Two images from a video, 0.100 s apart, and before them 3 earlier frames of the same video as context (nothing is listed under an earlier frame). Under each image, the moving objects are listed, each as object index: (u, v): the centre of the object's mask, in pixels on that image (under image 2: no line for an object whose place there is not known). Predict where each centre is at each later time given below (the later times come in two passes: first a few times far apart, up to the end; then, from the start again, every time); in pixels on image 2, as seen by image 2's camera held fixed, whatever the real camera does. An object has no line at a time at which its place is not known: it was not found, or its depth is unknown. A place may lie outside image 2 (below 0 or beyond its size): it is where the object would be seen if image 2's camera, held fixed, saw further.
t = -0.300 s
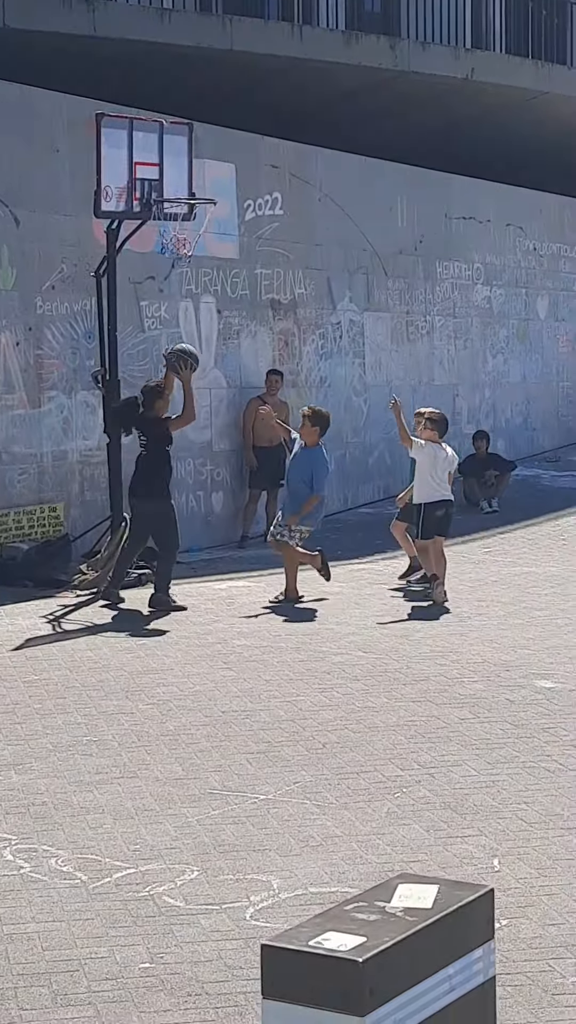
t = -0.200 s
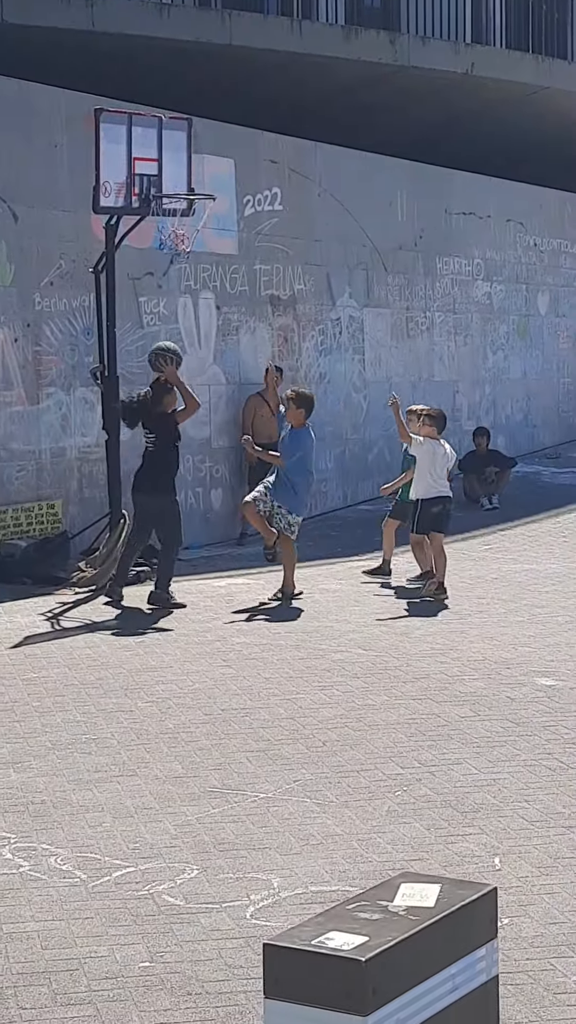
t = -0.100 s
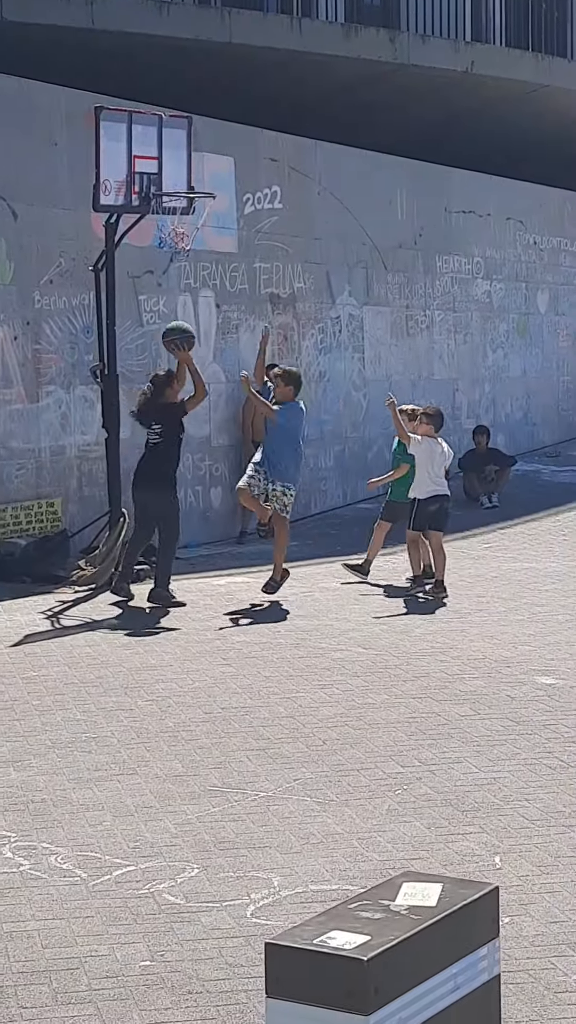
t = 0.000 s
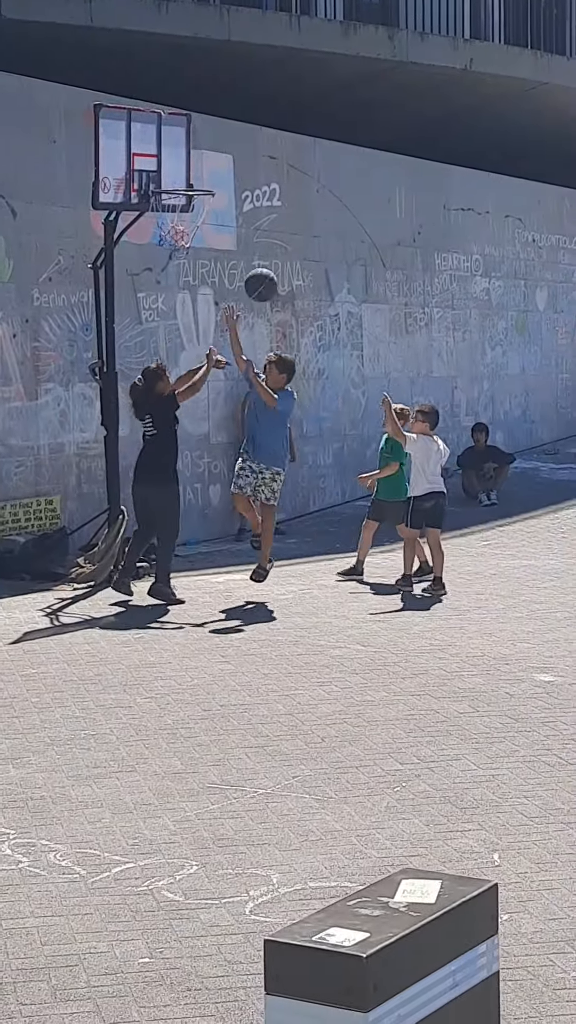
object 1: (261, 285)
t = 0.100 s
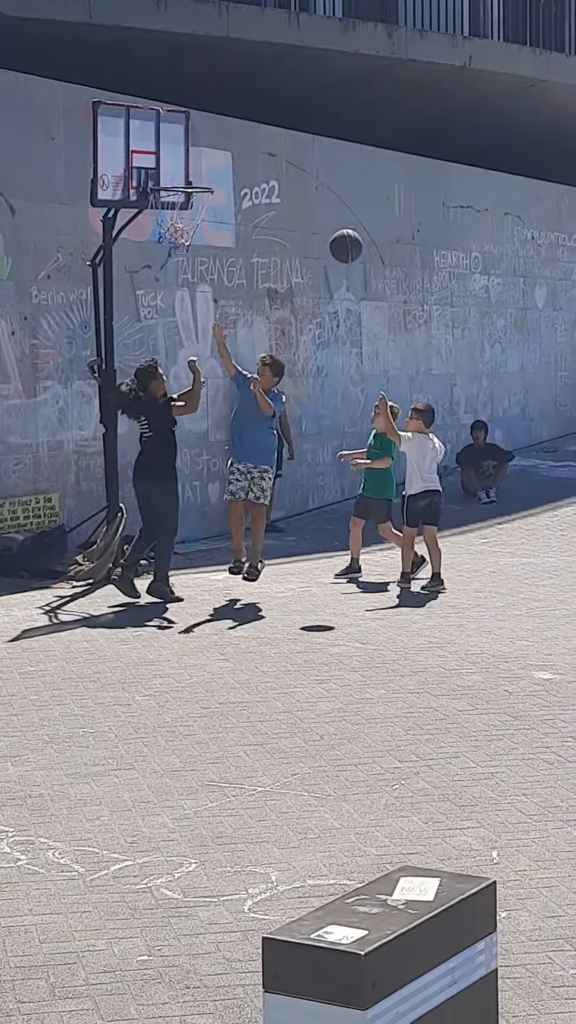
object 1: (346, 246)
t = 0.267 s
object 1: (484, 215)
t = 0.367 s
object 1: (563, 212)
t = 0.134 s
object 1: (374, 237)
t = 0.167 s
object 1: (402, 229)
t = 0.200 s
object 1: (429, 224)
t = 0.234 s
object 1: (457, 219)
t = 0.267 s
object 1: (484, 215)
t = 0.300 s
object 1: (510, 213)
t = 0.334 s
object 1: (537, 212)
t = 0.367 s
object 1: (563, 212)
